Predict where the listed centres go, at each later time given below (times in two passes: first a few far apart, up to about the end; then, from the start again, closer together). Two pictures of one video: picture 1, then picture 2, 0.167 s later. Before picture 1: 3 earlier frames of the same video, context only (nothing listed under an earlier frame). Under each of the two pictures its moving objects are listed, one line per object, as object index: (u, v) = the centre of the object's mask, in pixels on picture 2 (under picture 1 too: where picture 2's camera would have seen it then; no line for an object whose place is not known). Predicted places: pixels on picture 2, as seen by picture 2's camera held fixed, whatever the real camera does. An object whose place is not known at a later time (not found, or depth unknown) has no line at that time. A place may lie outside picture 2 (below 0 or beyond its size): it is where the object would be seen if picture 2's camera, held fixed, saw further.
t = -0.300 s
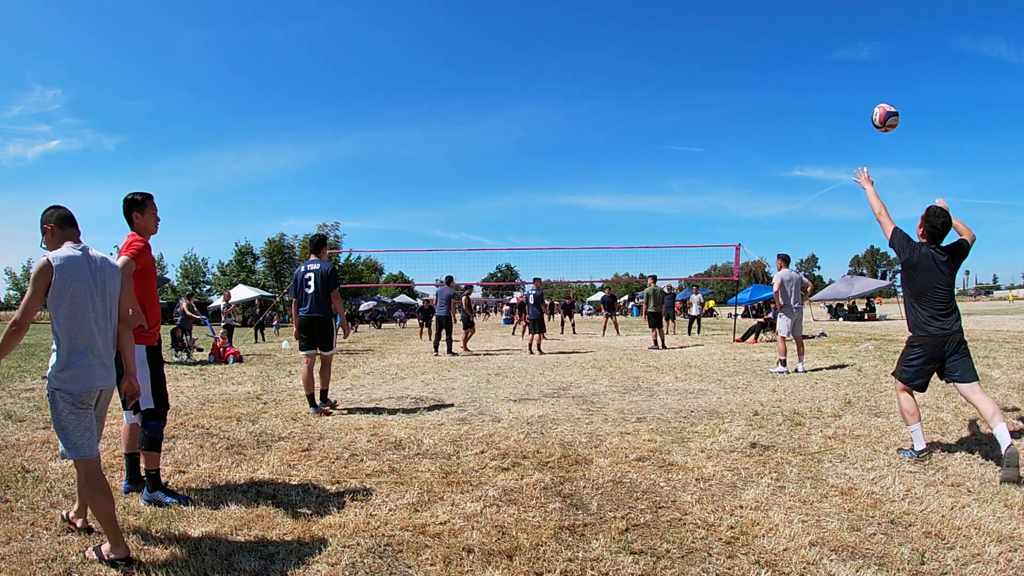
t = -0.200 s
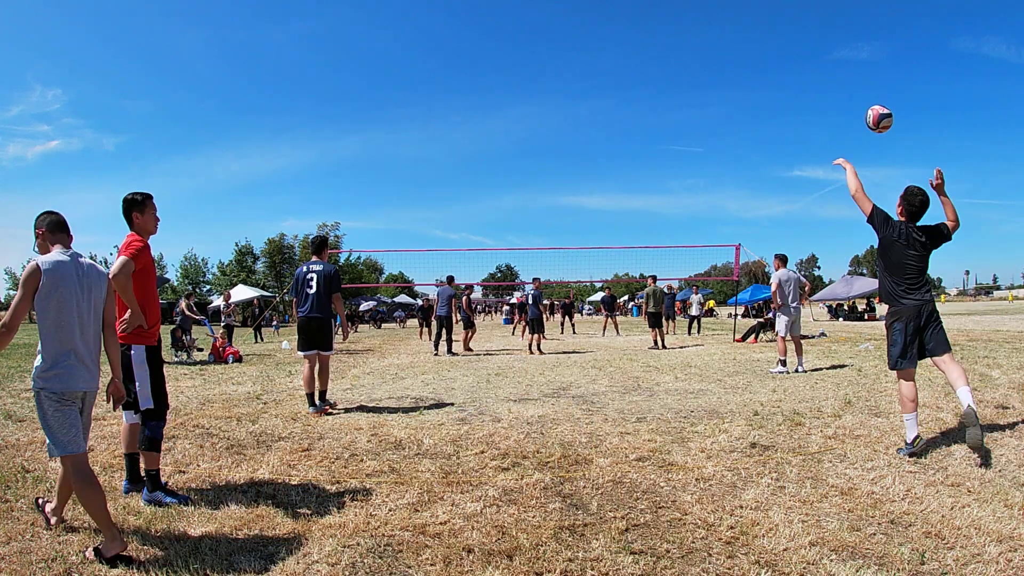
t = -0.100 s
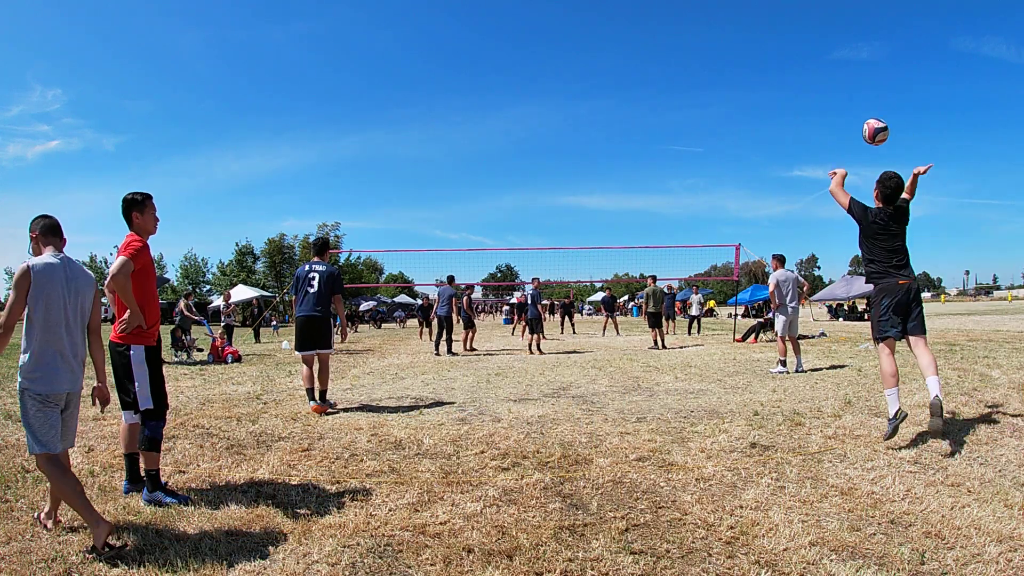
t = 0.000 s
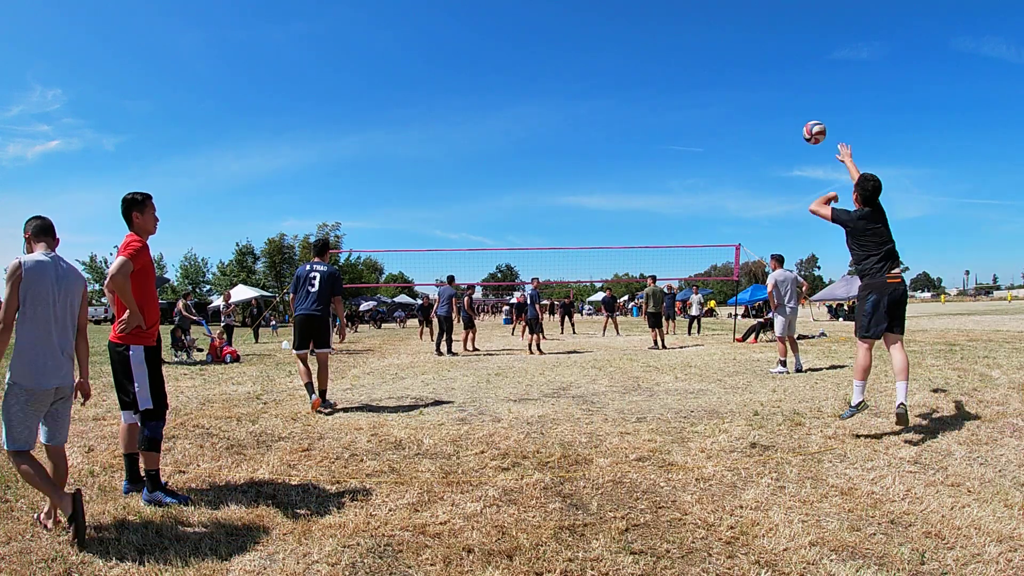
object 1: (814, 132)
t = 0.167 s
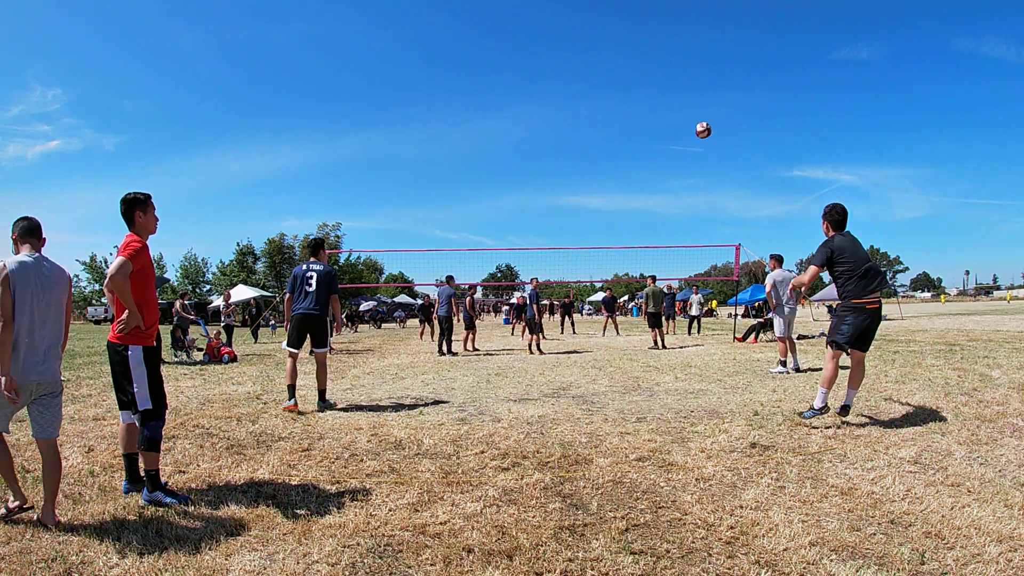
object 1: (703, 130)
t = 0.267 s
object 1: (665, 140)
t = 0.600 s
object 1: (596, 193)
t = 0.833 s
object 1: (571, 241)
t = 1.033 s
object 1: (553, 285)
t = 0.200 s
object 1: (689, 133)
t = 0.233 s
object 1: (676, 136)
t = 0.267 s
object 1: (665, 140)
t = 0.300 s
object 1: (655, 144)
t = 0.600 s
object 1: (596, 193)
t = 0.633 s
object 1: (591, 200)
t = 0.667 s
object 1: (587, 207)
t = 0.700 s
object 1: (584, 213)
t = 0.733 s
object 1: (580, 220)
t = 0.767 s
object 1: (577, 227)
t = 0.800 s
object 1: (574, 234)
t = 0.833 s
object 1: (571, 241)
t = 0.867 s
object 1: (568, 248)
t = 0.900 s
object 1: (565, 255)
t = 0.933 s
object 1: (562, 263)
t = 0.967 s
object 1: (559, 270)
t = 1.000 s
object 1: (557, 277)
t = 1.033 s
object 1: (553, 285)
